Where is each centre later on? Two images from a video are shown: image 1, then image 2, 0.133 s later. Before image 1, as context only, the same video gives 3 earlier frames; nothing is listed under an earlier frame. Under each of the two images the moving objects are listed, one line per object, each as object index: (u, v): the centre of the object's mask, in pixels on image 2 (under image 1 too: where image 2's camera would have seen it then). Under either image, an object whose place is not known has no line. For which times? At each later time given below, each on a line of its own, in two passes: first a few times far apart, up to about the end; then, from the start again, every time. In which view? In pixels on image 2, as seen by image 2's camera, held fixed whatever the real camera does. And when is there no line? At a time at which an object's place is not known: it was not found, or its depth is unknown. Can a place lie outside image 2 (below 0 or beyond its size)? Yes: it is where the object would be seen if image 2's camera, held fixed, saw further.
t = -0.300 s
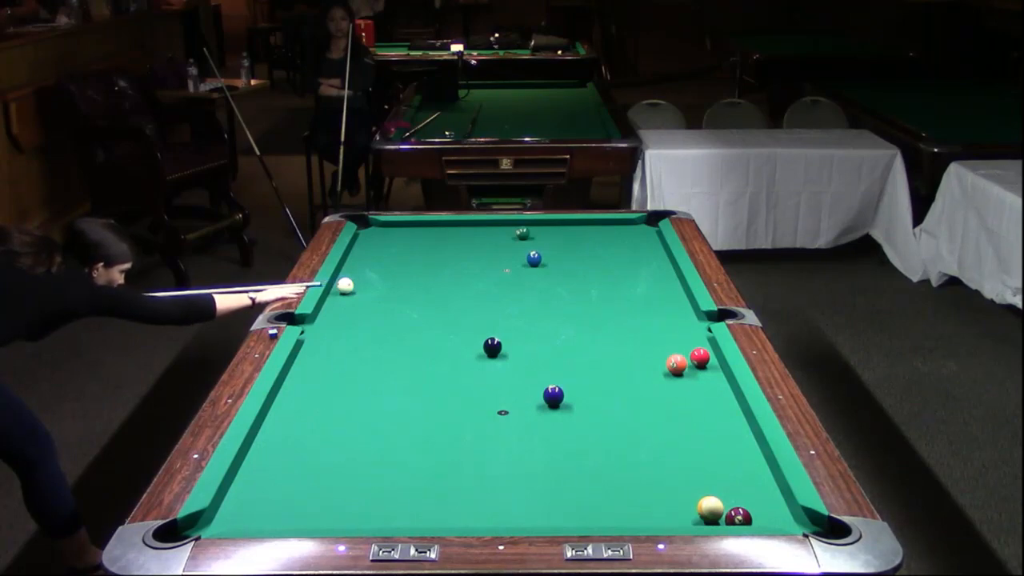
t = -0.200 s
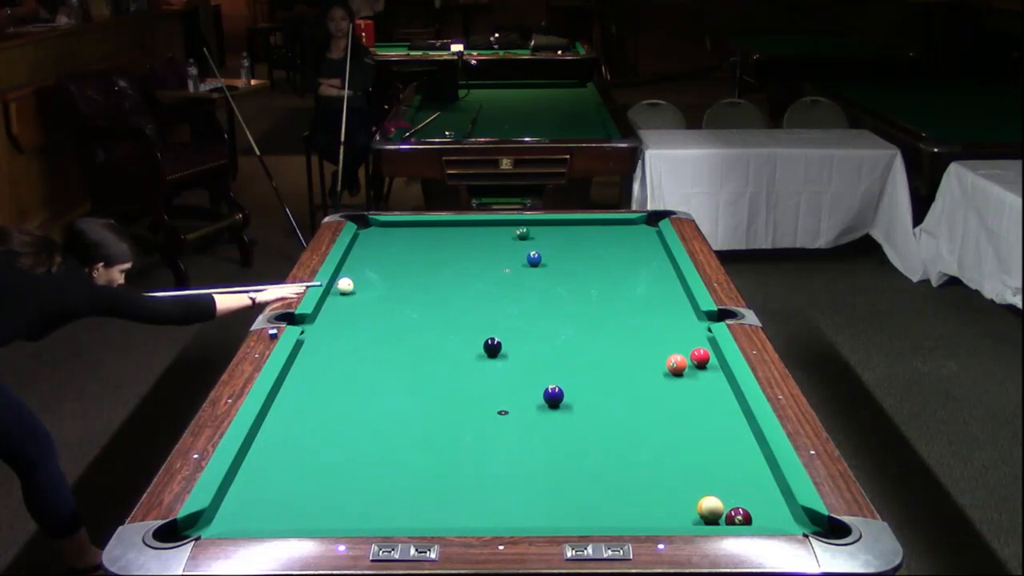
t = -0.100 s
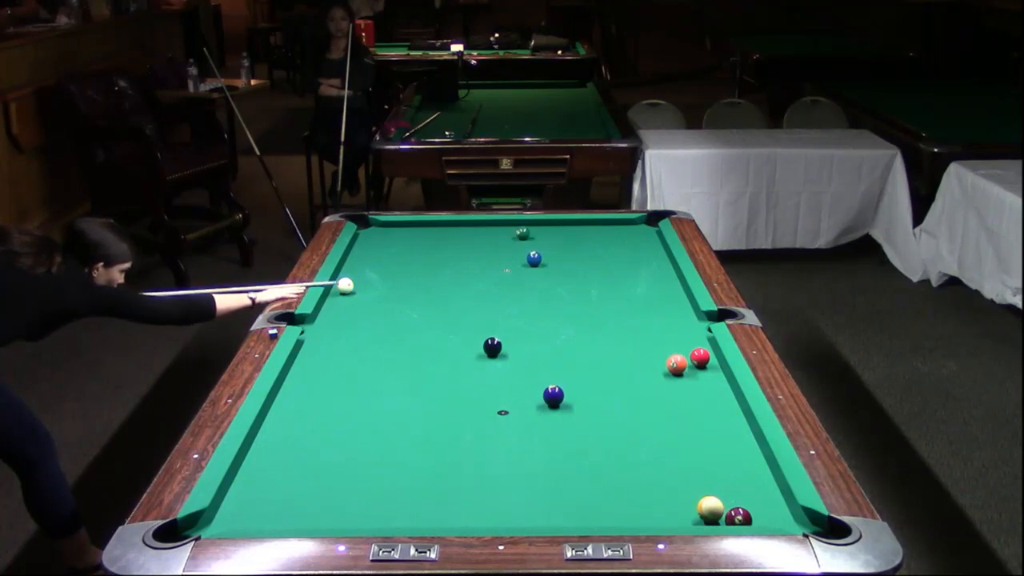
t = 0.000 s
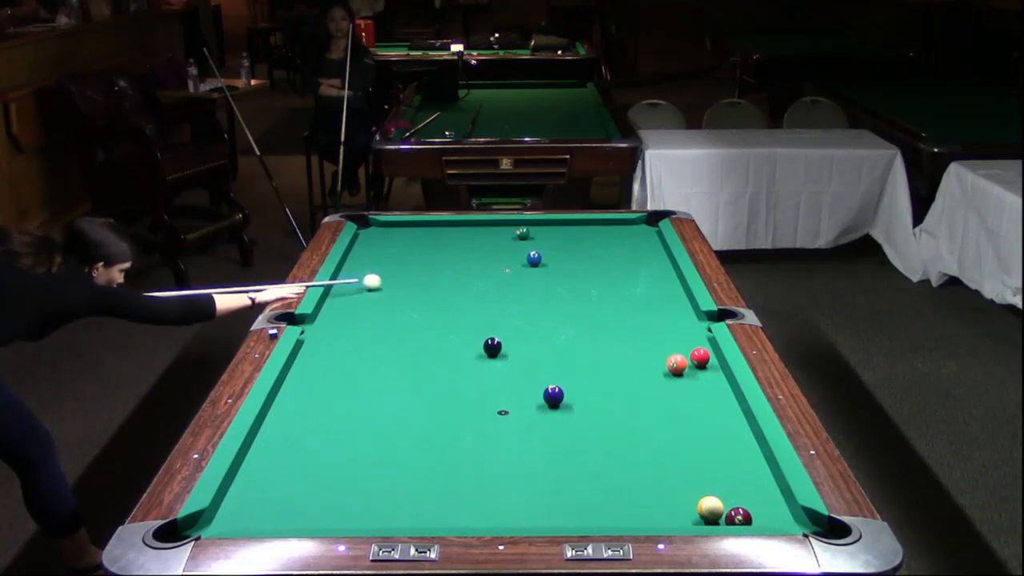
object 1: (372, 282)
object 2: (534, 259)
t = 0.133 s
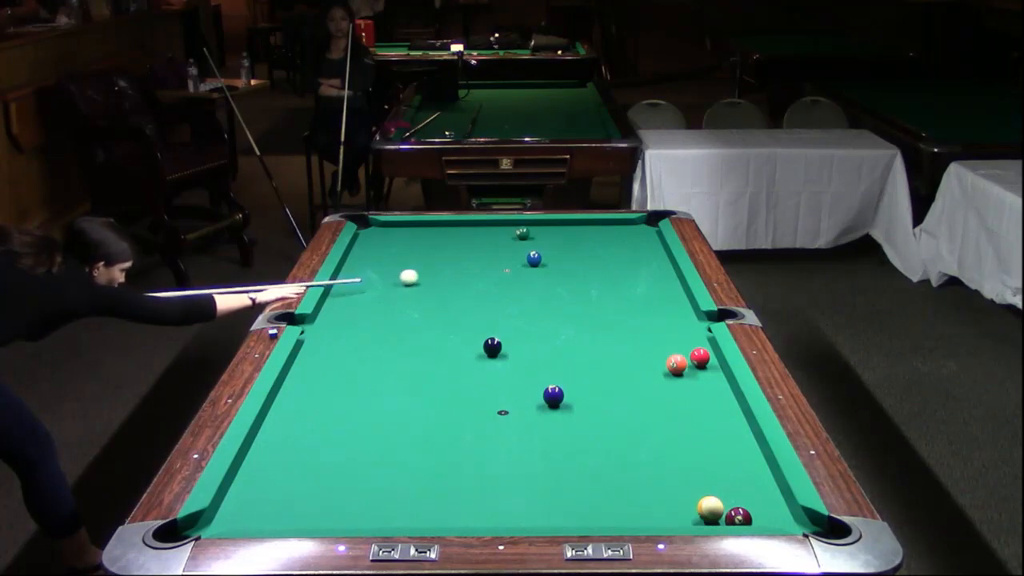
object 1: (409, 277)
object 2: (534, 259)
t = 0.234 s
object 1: (436, 274)
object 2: (534, 259)
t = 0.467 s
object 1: (496, 266)
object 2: (534, 259)
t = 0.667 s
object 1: (532, 263)
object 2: (546, 254)
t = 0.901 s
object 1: (559, 265)
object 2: (568, 248)
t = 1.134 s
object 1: (586, 267)
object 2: (588, 241)
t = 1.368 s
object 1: (612, 268)
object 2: (607, 235)
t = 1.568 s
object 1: (633, 270)
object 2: (622, 230)
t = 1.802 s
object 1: (657, 272)
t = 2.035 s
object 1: (671, 274)
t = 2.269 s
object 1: (659, 275)
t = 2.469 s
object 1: (650, 276)
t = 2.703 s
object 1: (640, 277)
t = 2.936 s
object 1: (632, 278)
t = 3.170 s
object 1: (624, 280)
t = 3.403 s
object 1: (617, 281)
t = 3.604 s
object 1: (612, 281)
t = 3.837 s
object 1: (606, 282)
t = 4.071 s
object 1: (602, 283)
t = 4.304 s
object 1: (599, 284)
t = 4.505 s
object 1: (597, 284)
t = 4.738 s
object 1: (595, 285)
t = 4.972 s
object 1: (593, 285)
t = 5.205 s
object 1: (593, 285)
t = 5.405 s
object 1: (593, 285)
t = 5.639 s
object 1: (594, 285)
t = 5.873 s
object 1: (594, 285)
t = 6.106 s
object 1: (594, 285)
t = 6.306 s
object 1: (594, 285)
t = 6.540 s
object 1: (594, 285)
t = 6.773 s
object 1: (594, 285)
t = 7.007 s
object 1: (594, 285)
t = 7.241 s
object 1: (594, 285)
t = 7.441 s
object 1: (594, 285)
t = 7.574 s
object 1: (594, 285)
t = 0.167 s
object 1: (418, 276)
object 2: (534, 259)
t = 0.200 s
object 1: (427, 275)
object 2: (534, 259)
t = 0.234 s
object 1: (436, 274)
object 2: (534, 259)
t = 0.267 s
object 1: (444, 272)
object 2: (534, 259)
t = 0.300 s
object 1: (453, 271)
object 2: (534, 259)
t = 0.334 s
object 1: (462, 270)
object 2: (534, 259)
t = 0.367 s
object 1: (470, 269)
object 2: (534, 259)
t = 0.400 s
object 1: (479, 268)
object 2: (534, 259)
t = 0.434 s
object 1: (487, 267)
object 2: (534, 259)
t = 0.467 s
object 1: (496, 266)
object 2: (534, 259)
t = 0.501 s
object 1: (504, 264)
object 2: (534, 259)
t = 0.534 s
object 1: (512, 263)
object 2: (535, 259)
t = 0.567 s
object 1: (520, 263)
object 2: (535, 258)
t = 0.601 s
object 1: (525, 262)
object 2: (538, 257)
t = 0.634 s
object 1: (528, 263)
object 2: (542, 256)
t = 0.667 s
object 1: (532, 263)
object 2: (546, 254)
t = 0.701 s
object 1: (536, 263)
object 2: (550, 253)
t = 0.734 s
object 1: (540, 264)
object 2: (553, 253)
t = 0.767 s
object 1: (544, 264)
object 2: (556, 251)
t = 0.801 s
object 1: (548, 264)
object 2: (559, 250)
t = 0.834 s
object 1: (552, 264)
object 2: (562, 250)
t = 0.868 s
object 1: (556, 265)
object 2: (565, 248)
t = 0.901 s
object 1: (559, 265)
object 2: (568, 248)
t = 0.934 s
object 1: (564, 265)
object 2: (571, 246)
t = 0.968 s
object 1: (567, 265)
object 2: (574, 245)
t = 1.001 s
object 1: (571, 266)
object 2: (577, 245)
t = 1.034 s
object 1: (575, 266)
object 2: (580, 244)
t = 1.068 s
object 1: (579, 266)
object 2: (582, 243)
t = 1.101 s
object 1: (582, 266)
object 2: (585, 242)
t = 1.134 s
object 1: (586, 267)
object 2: (588, 241)
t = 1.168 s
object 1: (590, 267)
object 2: (591, 240)
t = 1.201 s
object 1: (593, 267)
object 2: (594, 239)
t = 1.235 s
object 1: (597, 267)
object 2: (596, 238)
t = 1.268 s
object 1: (601, 268)
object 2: (599, 238)
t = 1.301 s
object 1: (604, 268)
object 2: (602, 237)
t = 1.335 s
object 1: (608, 268)
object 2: (604, 236)
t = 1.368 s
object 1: (612, 268)
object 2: (607, 235)
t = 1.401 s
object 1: (615, 268)
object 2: (610, 235)
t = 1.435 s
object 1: (619, 269)
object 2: (612, 234)
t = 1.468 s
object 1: (623, 269)
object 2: (615, 233)
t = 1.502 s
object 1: (626, 269)
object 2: (617, 232)
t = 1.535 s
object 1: (630, 270)
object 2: (620, 231)
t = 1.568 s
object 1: (633, 270)
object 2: (622, 230)
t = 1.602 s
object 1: (637, 270)
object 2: (625, 230)
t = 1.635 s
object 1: (640, 270)
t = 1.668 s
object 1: (644, 271)
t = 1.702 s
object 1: (647, 271)
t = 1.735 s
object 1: (650, 271)
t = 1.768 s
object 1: (654, 271)
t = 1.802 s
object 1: (657, 272)
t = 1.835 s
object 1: (661, 272)
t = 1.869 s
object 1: (664, 272)
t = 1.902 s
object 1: (667, 273)
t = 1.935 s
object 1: (671, 273)
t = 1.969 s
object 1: (674, 273)
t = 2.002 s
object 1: (672, 273)
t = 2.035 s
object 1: (671, 274)
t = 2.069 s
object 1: (669, 274)
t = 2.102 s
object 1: (667, 274)
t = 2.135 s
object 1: (666, 274)
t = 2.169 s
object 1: (664, 274)
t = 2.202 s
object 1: (662, 274)
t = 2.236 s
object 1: (661, 275)
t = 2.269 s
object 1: (659, 275)
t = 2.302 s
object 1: (657, 275)
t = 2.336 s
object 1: (656, 275)
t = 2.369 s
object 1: (655, 275)
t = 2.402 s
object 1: (653, 275)
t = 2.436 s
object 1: (652, 276)
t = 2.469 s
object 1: (650, 276)
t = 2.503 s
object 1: (649, 276)
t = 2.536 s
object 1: (648, 276)
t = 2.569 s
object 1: (646, 276)
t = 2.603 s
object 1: (645, 277)
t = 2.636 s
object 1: (643, 277)
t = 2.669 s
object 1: (642, 277)
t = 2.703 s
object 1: (640, 277)
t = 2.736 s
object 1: (639, 277)
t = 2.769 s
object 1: (638, 277)
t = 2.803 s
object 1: (637, 278)
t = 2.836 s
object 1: (635, 278)
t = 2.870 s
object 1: (634, 278)
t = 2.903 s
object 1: (633, 278)
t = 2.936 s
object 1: (632, 278)
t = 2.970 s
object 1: (631, 279)
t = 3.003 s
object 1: (630, 279)
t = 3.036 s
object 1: (628, 279)
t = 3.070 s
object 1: (627, 279)
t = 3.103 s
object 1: (626, 279)
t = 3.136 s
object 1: (625, 279)
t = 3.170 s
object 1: (624, 280)
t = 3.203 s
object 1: (623, 280)
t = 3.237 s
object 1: (622, 280)
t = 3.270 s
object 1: (621, 280)
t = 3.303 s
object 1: (620, 280)
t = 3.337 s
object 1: (619, 280)
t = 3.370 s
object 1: (618, 280)
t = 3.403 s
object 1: (617, 281)
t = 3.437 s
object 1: (616, 281)
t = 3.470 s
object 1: (615, 281)
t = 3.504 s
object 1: (614, 281)
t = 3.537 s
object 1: (613, 281)
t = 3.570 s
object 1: (612, 281)
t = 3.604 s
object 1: (612, 281)
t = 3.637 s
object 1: (611, 282)
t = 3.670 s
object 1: (610, 282)
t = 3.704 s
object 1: (609, 282)
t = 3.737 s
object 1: (608, 282)
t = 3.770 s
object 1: (608, 282)
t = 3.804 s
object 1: (607, 282)
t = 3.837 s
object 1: (606, 282)
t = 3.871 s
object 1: (606, 283)
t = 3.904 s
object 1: (605, 283)
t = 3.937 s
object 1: (604, 283)
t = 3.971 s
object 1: (604, 283)
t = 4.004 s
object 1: (603, 283)
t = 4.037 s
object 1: (602, 283)
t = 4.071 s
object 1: (602, 283)
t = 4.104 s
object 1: (601, 283)
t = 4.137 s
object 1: (601, 283)
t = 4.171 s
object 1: (600, 283)
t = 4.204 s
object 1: (600, 283)
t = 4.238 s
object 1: (599, 284)
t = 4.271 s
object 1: (599, 284)
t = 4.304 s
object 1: (599, 284)
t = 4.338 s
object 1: (598, 284)
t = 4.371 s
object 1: (598, 284)
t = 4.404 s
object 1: (597, 284)
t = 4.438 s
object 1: (597, 284)
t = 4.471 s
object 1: (597, 284)
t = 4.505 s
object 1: (597, 284)
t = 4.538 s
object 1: (596, 284)
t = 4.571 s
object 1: (596, 284)
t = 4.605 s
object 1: (596, 284)
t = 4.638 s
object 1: (595, 284)
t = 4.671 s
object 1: (595, 285)
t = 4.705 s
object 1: (595, 285)
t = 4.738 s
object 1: (595, 285)
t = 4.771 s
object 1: (594, 285)
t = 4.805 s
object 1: (594, 285)
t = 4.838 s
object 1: (594, 285)
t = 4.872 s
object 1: (594, 285)
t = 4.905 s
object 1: (594, 285)
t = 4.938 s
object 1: (594, 285)
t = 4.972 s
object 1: (593, 285)
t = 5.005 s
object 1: (593, 285)
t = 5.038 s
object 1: (593, 285)
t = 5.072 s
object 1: (593, 285)
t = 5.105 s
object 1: (593, 285)
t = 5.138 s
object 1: (593, 285)
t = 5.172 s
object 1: (593, 285)
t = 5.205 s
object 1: (593, 285)
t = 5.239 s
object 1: (593, 285)
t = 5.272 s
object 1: (593, 285)
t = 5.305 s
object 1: (593, 285)
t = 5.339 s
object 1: (593, 285)
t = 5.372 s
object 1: (593, 285)
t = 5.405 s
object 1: (593, 285)
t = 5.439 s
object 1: (594, 285)
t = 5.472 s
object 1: (594, 285)
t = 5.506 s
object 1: (594, 285)
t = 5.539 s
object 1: (594, 285)
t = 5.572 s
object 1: (594, 285)
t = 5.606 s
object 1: (594, 285)
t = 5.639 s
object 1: (594, 285)
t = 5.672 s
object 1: (594, 285)
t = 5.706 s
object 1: (594, 285)
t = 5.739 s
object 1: (594, 285)
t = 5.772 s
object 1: (594, 285)
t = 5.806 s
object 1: (594, 285)
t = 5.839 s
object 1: (594, 285)
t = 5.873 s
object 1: (594, 285)
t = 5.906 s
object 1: (594, 285)
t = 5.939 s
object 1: (594, 285)
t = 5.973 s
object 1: (594, 285)
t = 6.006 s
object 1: (594, 285)
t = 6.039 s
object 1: (594, 285)
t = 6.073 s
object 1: (594, 285)
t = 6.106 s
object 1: (594, 285)
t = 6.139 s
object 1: (594, 285)
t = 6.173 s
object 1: (594, 285)
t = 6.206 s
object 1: (594, 285)
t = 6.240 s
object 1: (594, 285)
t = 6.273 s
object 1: (594, 285)
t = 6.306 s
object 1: (594, 285)
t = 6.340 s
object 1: (594, 285)
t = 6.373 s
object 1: (594, 285)
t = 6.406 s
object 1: (594, 285)
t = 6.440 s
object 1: (594, 285)
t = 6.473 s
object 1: (594, 285)
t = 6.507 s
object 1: (594, 285)
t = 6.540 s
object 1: (594, 285)
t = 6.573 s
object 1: (594, 285)
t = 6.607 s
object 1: (594, 285)
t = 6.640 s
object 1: (594, 285)
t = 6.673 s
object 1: (594, 285)
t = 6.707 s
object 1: (594, 285)
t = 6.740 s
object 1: (594, 285)
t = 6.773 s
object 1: (594, 285)
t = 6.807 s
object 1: (594, 285)
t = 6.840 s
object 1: (594, 285)
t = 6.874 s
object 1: (594, 285)
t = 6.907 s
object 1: (594, 285)
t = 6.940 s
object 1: (594, 285)
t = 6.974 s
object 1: (594, 285)
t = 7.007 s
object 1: (594, 285)
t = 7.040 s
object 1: (594, 285)
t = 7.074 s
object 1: (594, 285)
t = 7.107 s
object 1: (594, 285)
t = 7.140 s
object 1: (594, 285)
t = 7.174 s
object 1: (594, 285)
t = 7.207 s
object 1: (594, 285)
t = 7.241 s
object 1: (594, 285)
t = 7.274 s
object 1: (594, 285)
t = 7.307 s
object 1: (594, 285)
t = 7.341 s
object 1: (594, 285)
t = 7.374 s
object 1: (594, 285)
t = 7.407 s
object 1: (594, 285)
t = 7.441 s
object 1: (594, 285)
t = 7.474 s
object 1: (594, 285)
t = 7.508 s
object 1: (594, 285)
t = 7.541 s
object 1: (594, 285)
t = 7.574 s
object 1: (594, 285)
